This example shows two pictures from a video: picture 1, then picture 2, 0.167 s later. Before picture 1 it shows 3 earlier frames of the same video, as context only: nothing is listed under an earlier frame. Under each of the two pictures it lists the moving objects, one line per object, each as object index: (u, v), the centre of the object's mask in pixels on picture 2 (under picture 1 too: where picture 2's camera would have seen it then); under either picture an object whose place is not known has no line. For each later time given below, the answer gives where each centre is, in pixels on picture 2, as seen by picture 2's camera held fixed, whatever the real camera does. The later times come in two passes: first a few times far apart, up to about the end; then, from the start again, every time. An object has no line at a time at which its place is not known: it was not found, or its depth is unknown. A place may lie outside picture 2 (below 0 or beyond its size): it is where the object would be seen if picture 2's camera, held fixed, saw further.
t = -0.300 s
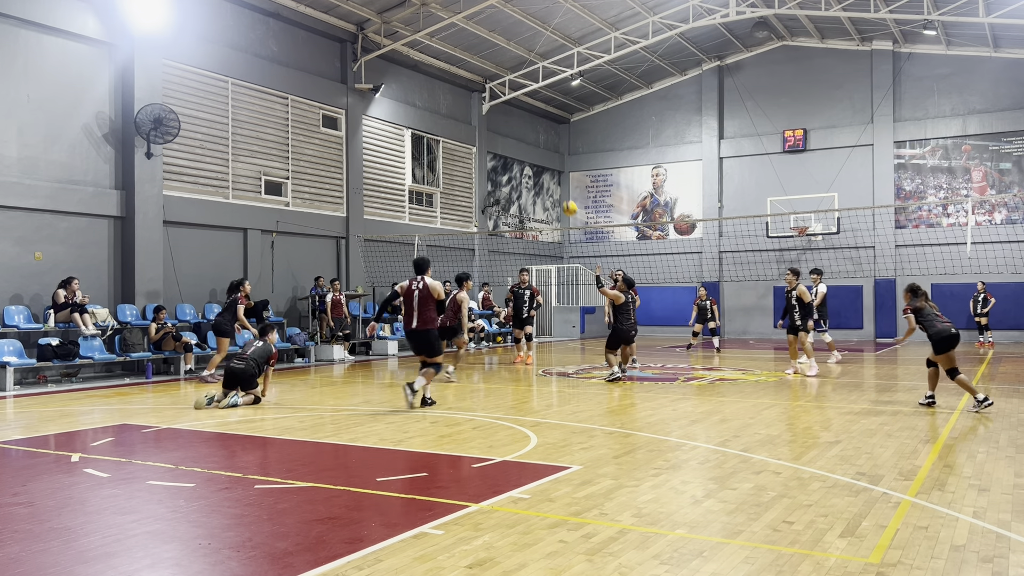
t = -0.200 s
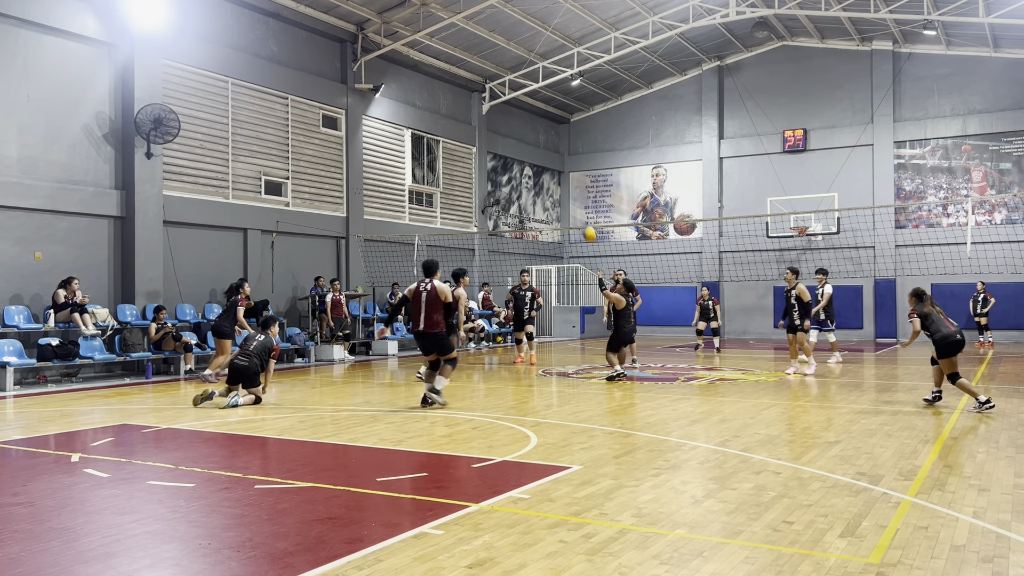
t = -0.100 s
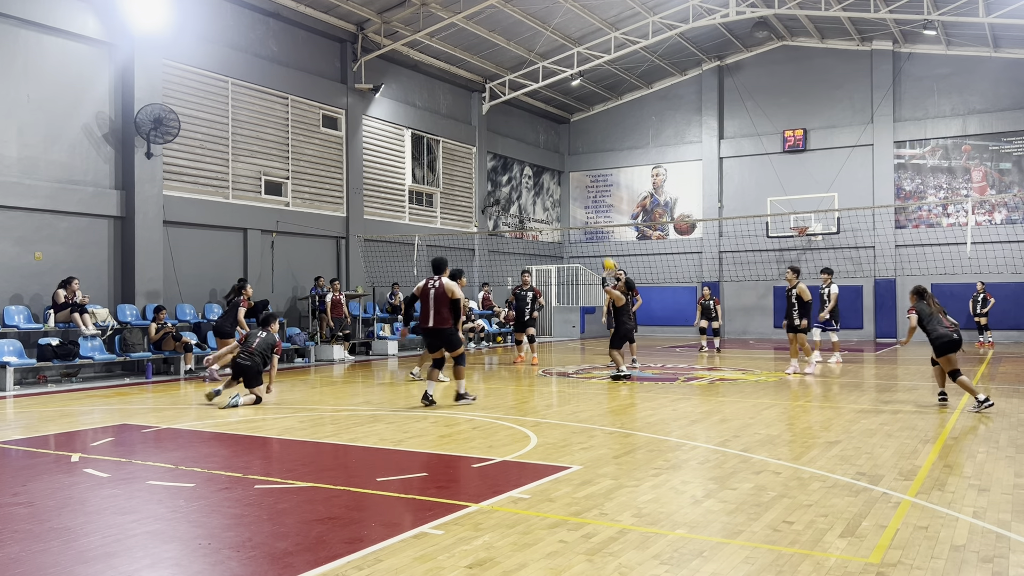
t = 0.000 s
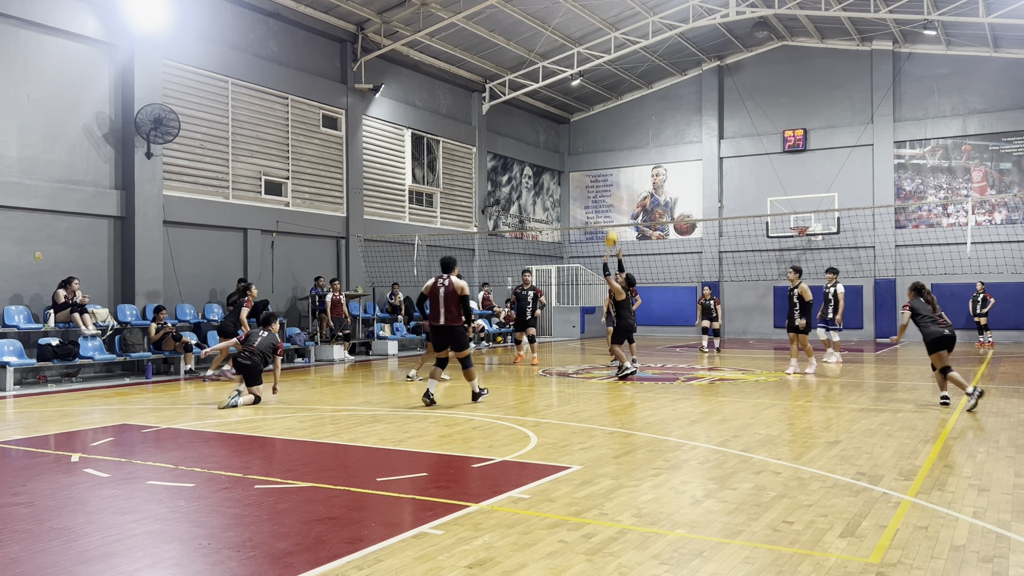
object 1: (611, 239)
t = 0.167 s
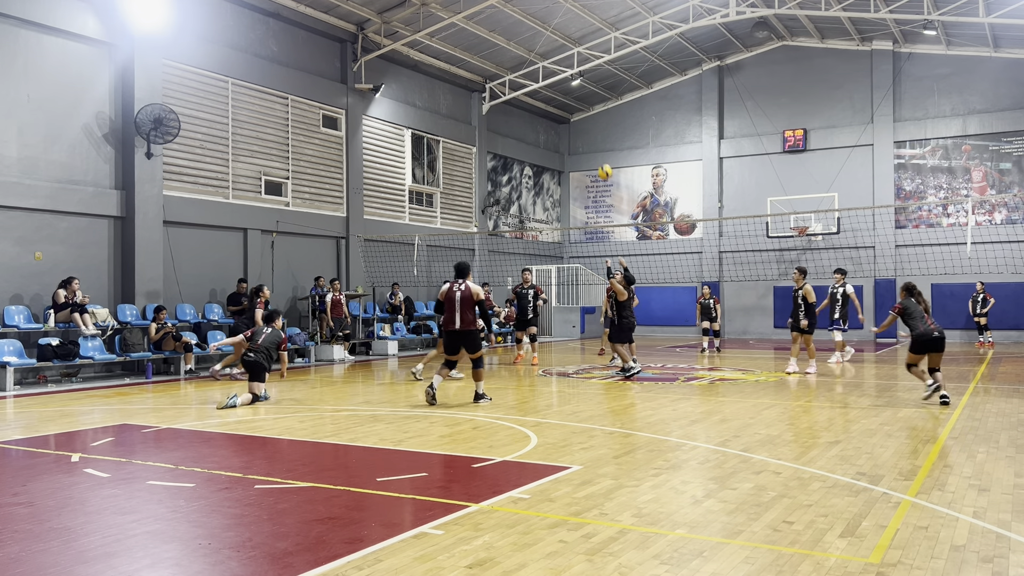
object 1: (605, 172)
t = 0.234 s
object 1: (603, 151)
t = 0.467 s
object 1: (595, 102)
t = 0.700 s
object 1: (589, 89)
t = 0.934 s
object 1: (582, 109)
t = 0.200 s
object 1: (604, 161)
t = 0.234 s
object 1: (603, 151)
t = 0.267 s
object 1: (601, 142)
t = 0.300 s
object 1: (601, 133)
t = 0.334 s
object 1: (599, 126)
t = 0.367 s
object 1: (598, 119)
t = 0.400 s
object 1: (597, 113)
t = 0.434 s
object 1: (596, 107)
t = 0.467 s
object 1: (595, 102)
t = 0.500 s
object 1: (594, 98)
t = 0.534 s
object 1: (593, 95)
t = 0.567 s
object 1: (592, 92)
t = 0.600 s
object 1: (591, 91)
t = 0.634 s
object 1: (590, 89)
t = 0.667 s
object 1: (590, 89)
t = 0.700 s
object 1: (589, 89)
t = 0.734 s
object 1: (588, 90)
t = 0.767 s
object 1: (587, 92)
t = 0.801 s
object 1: (586, 94)
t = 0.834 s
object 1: (585, 97)
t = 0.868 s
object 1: (584, 100)
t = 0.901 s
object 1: (583, 105)
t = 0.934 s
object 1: (582, 109)
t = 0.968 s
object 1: (581, 115)
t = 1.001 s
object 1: (580, 121)
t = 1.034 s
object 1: (579, 128)
